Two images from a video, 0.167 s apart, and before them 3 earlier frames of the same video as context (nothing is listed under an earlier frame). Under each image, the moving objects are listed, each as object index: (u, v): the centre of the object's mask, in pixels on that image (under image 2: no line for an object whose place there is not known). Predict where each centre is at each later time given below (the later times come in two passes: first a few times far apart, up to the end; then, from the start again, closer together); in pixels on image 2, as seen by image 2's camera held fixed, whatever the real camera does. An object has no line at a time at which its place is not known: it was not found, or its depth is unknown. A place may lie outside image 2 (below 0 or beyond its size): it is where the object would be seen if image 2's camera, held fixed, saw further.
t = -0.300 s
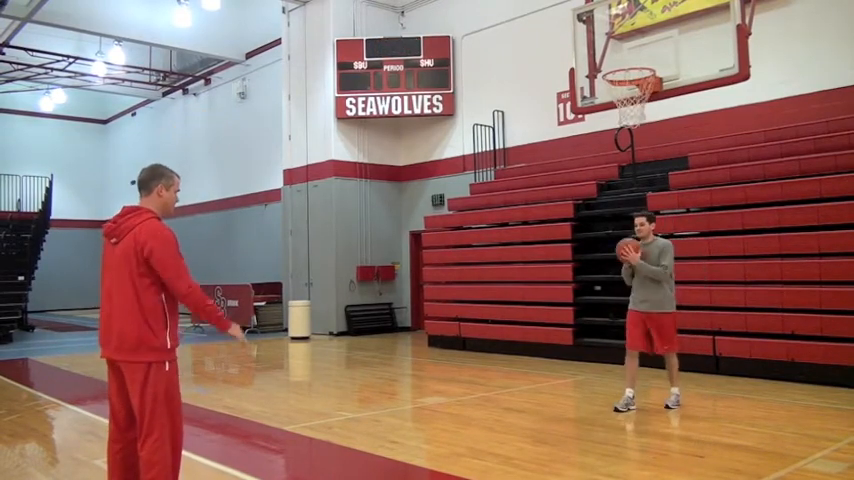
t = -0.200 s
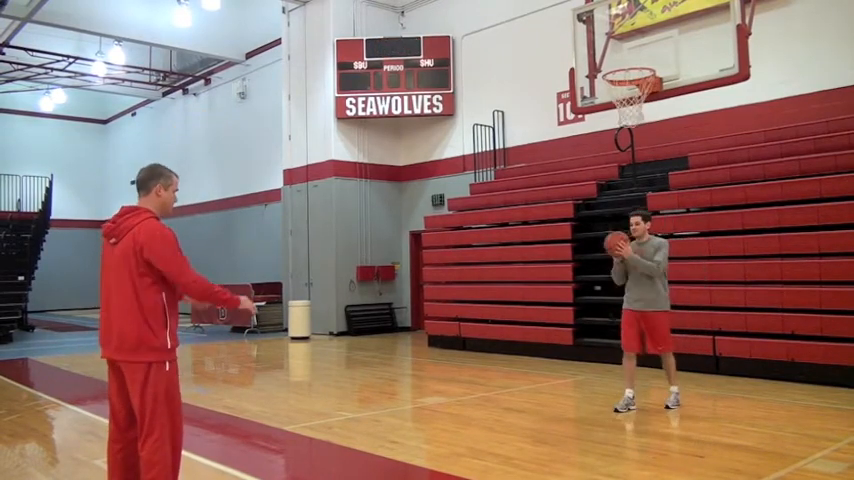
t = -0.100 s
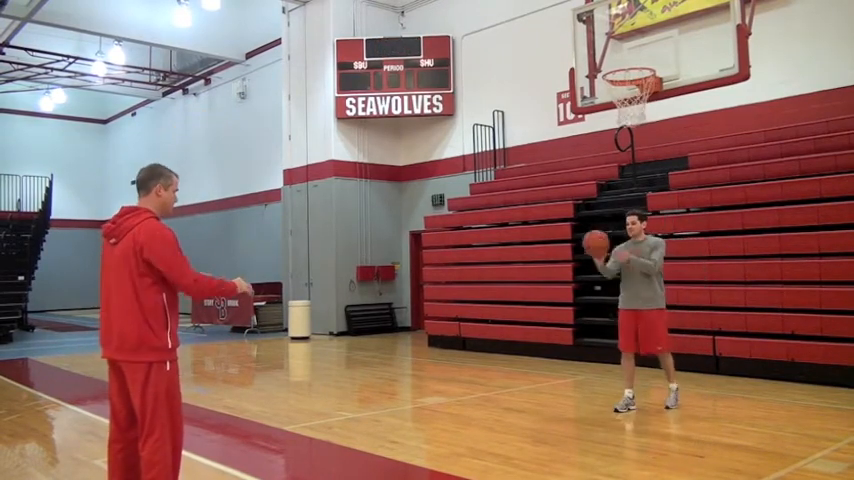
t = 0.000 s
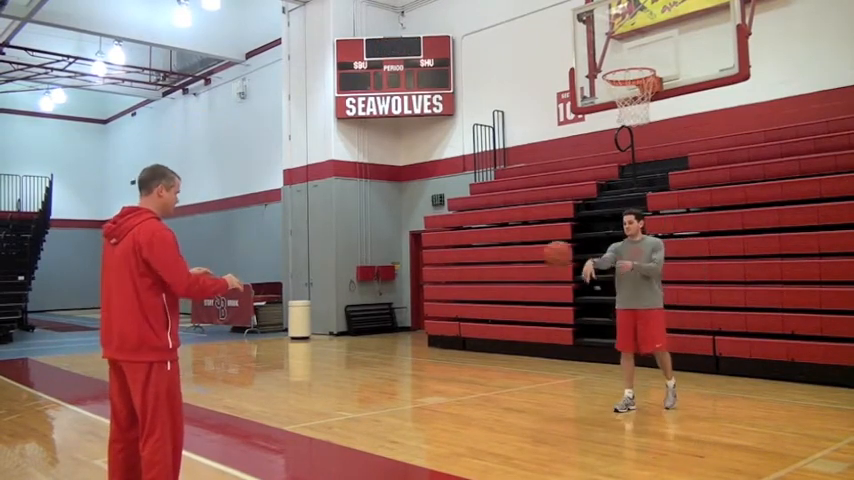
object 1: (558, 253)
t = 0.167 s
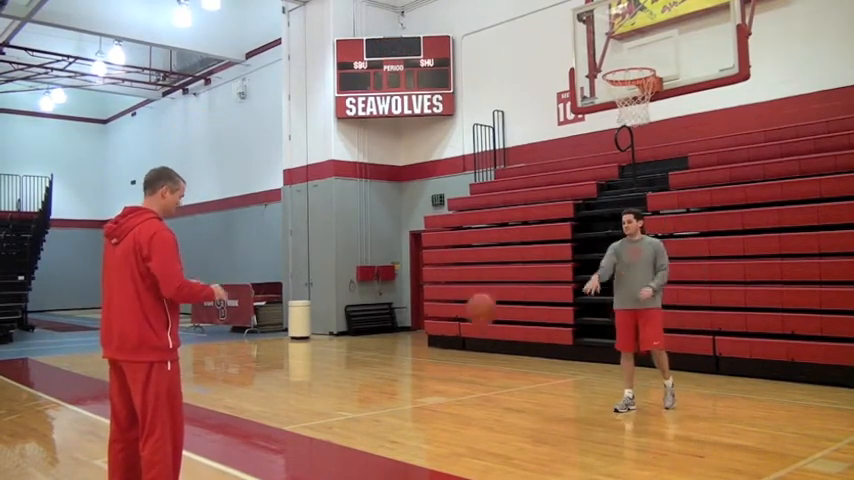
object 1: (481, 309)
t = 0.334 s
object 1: (383, 423)
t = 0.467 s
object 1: (321, 416)
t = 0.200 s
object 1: (463, 326)
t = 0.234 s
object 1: (445, 345)
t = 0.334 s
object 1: (383, 423)
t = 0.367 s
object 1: (360, 454)
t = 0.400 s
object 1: (345, 455)
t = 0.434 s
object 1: (333, 435)
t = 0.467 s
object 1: (321, 416)
